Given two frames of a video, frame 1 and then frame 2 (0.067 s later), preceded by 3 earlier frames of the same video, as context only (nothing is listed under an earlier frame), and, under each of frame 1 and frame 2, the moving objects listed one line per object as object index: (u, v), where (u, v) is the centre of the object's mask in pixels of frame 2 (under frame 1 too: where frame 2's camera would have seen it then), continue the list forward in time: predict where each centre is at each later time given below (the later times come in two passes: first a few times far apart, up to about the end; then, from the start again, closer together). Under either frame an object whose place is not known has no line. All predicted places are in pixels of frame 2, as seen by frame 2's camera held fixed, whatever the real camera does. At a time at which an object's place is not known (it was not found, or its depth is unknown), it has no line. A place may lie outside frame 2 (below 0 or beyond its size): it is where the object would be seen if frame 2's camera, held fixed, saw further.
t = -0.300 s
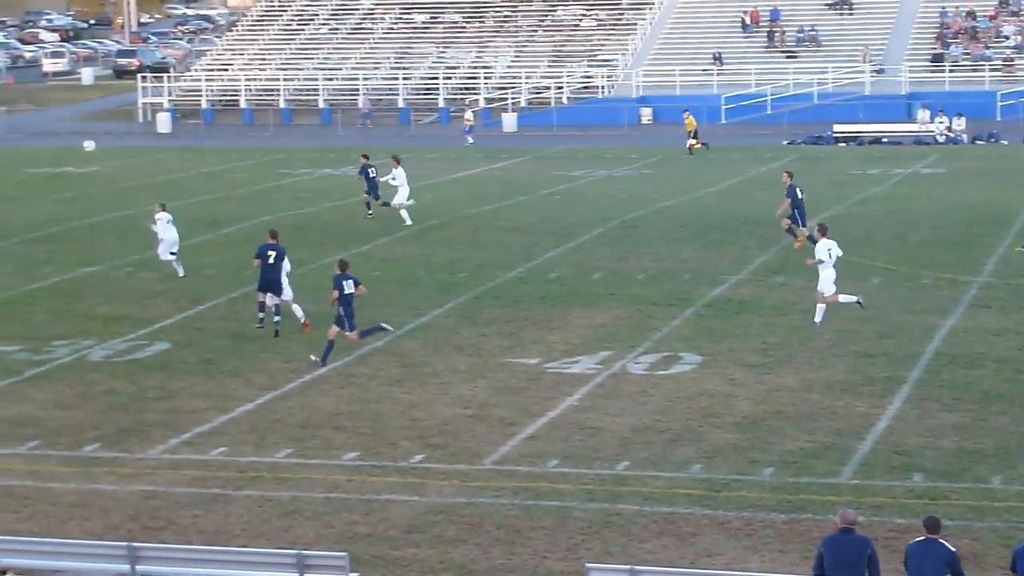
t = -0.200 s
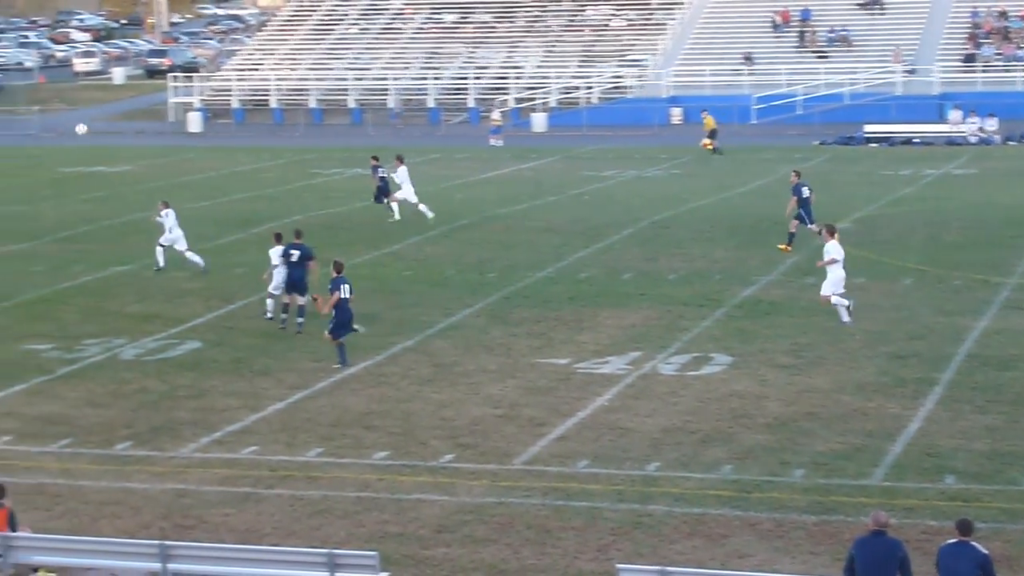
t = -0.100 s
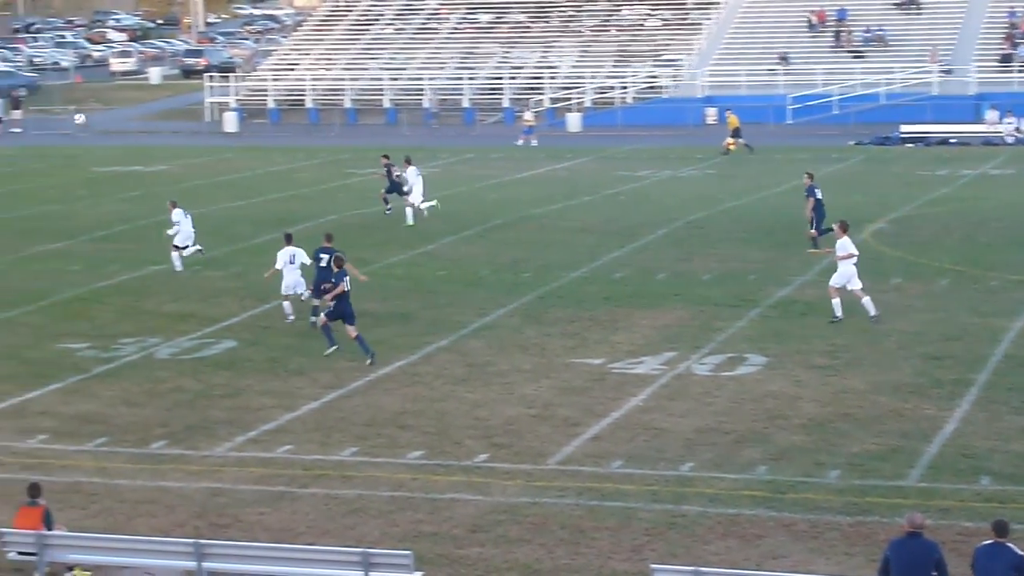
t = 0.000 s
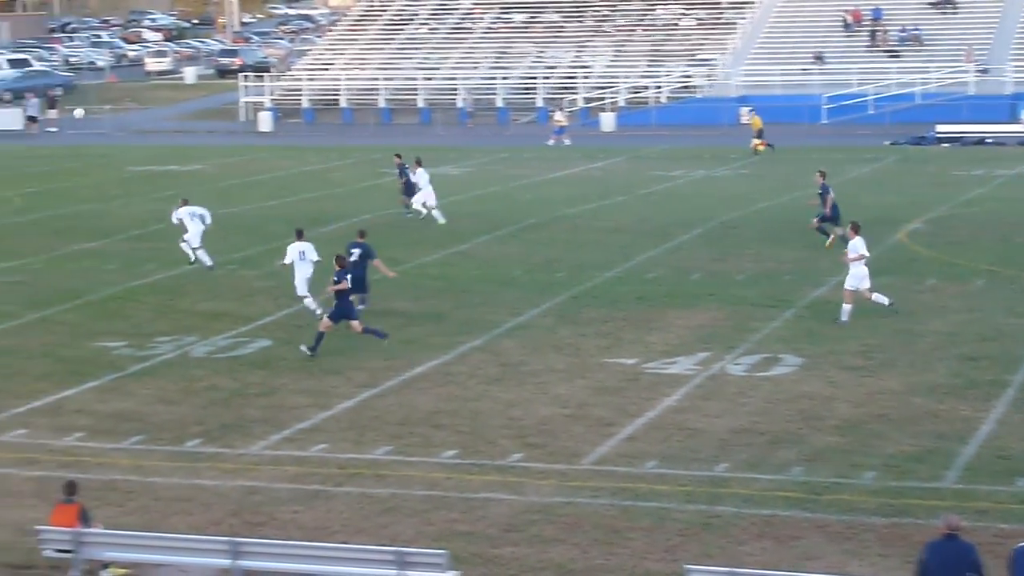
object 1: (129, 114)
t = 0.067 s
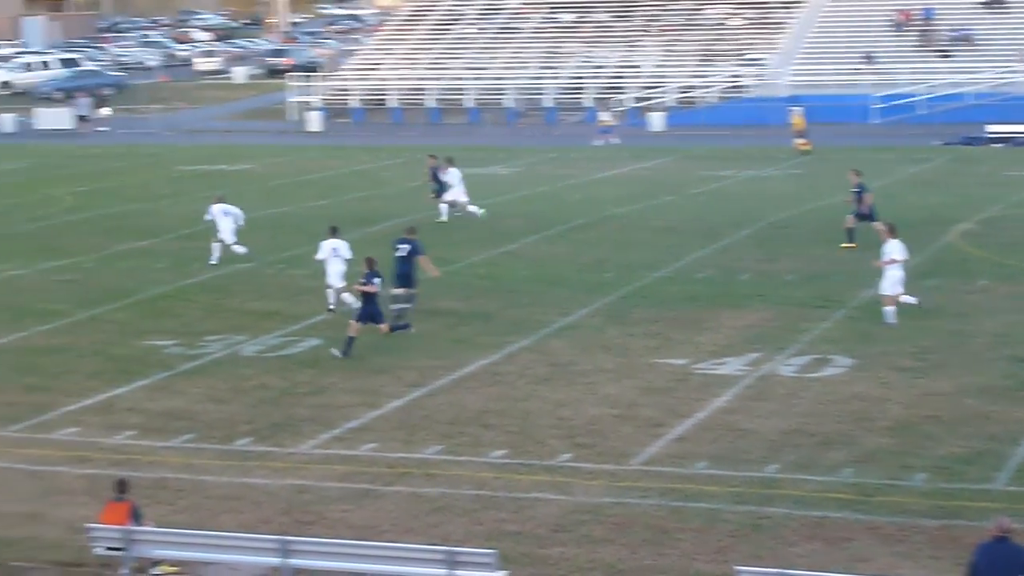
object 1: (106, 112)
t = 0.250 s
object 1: (42, 118)
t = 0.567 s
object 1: (-64, 159)
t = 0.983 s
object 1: (-192, 231)
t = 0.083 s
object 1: (100, 112)
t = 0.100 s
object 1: (95, 112)
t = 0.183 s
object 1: (66, 113)
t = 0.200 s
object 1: (59, 114)
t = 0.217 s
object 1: (53, 115)
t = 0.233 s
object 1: (48, 117)
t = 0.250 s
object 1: (42, 118)
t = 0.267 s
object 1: (36, 119)
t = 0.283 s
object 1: (30, 120)
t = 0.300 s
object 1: (26, 122)
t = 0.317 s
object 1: (20, 124)
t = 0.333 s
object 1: (15, 126)
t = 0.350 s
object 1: (10, 127)
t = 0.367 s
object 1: (3, 129)
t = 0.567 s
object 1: (-64, 159)
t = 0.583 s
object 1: (-70, 162)
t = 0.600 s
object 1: (-75, 166)
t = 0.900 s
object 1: (-173, 238)
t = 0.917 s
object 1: (-179, 242)
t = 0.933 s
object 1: (-183, 242)
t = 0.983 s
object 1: (-192, 231)
